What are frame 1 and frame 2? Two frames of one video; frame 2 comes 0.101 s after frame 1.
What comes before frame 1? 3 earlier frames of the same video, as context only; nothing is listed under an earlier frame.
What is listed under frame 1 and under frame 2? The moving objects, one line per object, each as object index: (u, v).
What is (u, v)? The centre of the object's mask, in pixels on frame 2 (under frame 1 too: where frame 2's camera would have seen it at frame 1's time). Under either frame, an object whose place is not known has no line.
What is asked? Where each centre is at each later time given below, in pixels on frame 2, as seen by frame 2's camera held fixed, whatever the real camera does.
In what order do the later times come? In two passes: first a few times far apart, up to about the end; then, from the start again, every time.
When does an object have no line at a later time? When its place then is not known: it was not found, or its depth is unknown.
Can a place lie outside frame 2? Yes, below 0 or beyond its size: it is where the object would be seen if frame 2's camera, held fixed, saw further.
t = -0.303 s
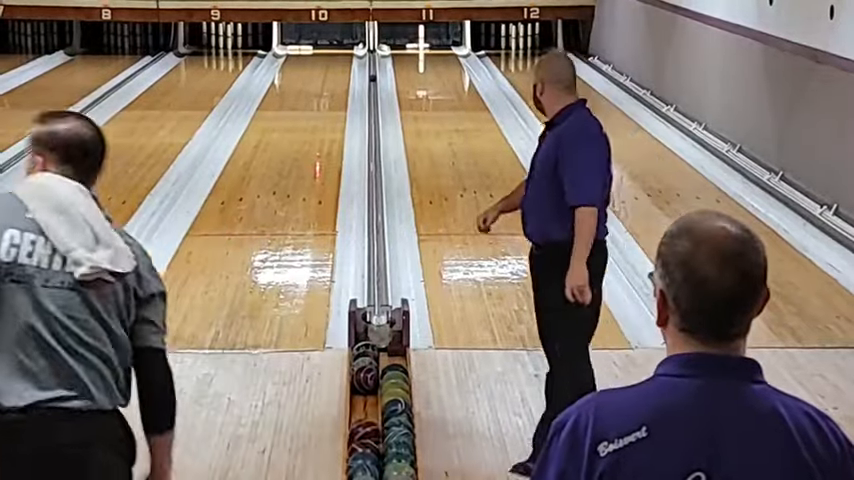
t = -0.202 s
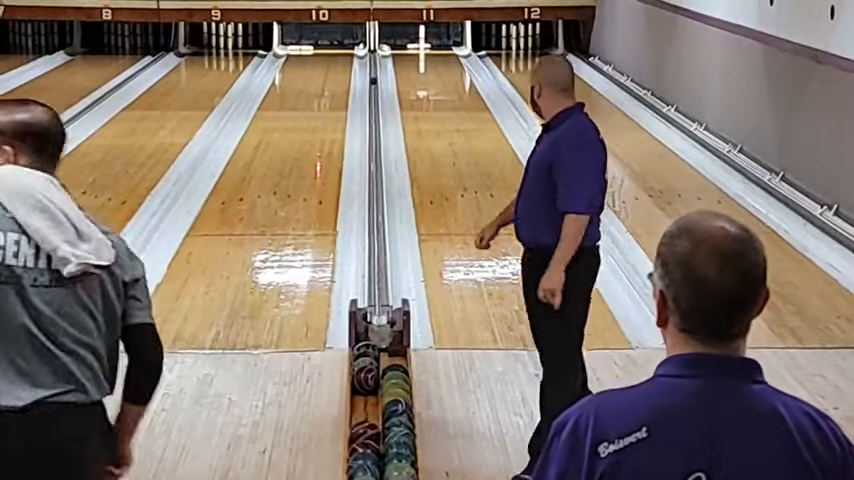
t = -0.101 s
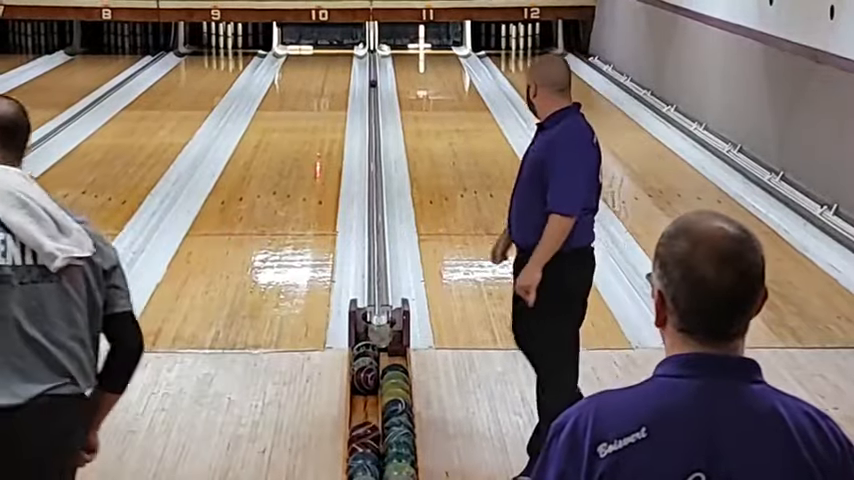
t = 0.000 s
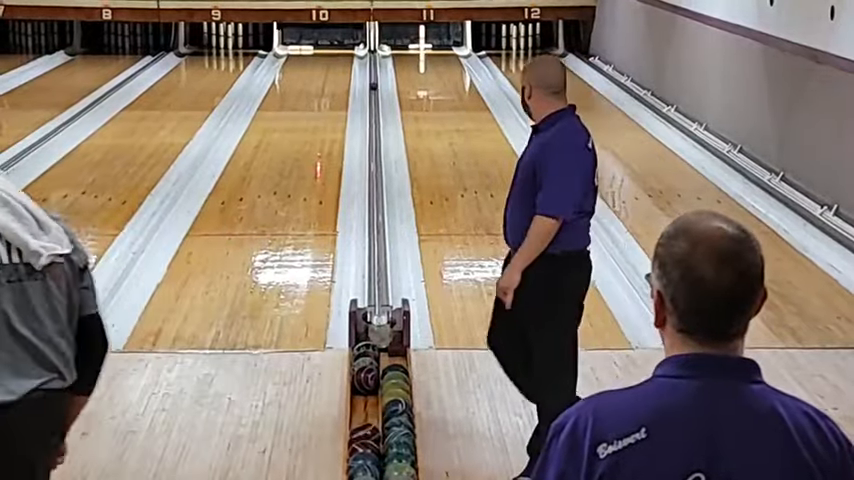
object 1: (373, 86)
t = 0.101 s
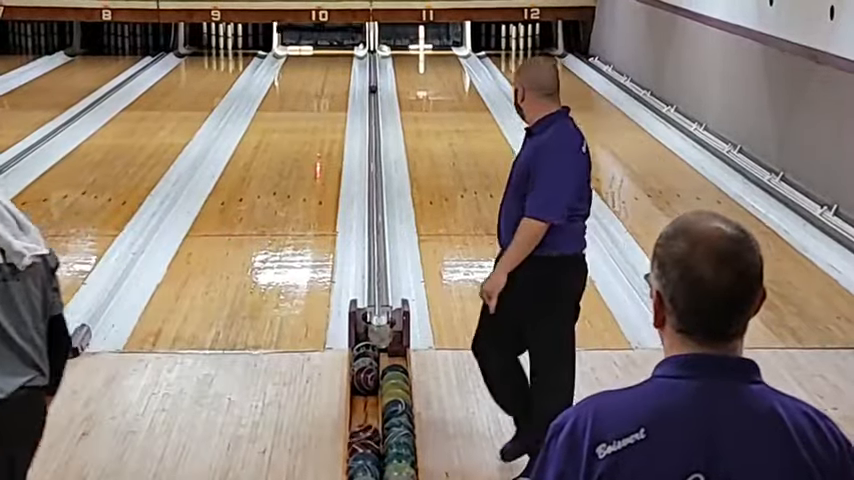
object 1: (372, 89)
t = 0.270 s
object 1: (372, 93)
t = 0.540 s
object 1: (373, 101)
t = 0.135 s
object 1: (372, 90)
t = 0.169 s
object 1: (372, 90)
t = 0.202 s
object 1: (372, 92)
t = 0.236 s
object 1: (372, 93)
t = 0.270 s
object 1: (372, 93)
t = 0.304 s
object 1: (372, 94)
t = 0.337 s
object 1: (372, 95)
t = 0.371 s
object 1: (373, 96)
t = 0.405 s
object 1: (373, 98)
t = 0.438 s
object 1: (372, 98)
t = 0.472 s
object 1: (372, 98)
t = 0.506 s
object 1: (372, 100)
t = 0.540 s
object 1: (373, 101)
